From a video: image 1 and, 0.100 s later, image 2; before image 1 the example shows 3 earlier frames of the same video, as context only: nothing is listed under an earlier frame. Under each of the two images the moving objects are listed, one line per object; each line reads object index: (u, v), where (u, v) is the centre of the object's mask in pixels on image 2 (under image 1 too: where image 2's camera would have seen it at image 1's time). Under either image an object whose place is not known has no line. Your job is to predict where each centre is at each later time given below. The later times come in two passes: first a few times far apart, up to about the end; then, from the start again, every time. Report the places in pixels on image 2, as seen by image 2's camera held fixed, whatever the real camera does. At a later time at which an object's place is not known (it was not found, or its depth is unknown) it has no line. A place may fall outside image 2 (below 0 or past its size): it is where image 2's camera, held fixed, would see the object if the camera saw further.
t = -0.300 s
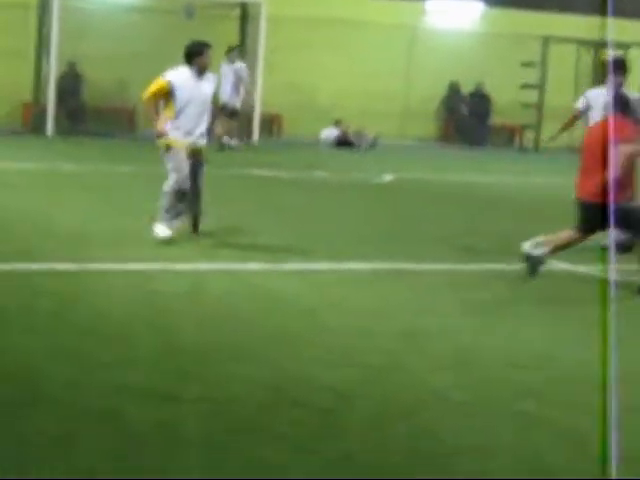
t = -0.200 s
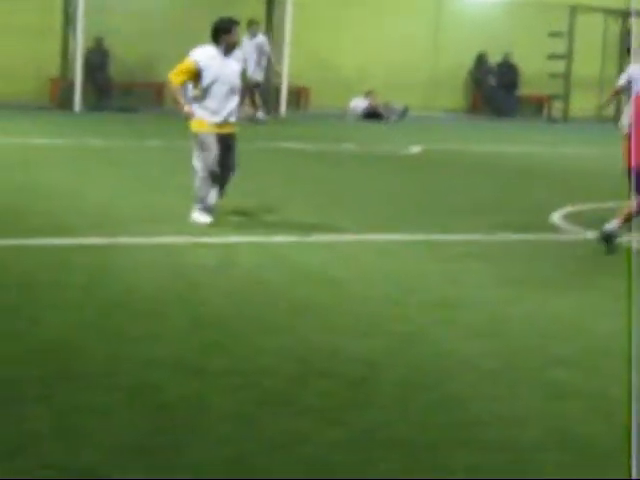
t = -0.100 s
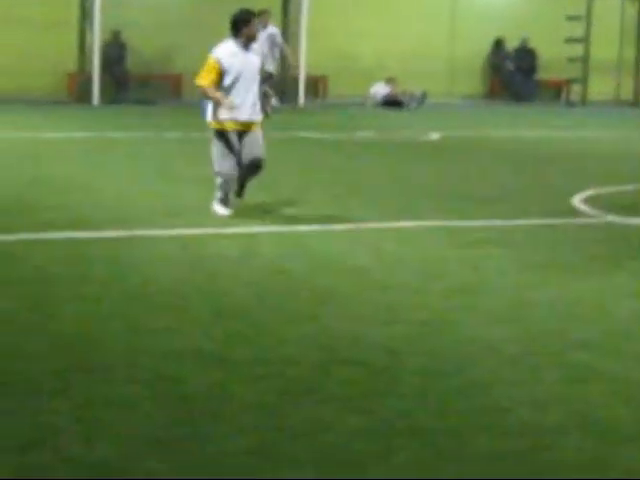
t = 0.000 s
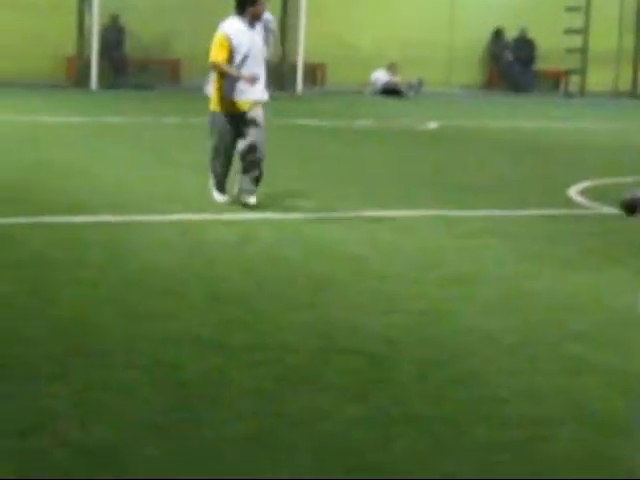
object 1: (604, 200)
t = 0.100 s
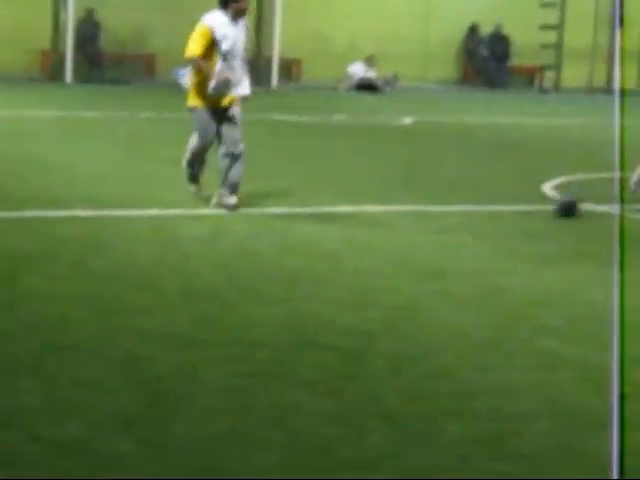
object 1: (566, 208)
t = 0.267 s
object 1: (504, 218)
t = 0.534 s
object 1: (411, 231)
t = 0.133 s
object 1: (555, 207)
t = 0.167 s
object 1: (543, 210)
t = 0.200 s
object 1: (531, 214)
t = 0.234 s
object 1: (517, 214)
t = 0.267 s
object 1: (504, 218)
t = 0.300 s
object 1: (492, 221)
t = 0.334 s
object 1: (480, 223)
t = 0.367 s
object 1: (469, 224)
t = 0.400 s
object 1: (458, 225)
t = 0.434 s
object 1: (447, 227)
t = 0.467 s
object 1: (435, 227)
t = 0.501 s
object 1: (424, 227)
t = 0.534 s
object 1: (411, 231)
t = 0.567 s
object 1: (398, 237)
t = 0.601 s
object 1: (386, 240)
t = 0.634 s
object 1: (373, 240)
